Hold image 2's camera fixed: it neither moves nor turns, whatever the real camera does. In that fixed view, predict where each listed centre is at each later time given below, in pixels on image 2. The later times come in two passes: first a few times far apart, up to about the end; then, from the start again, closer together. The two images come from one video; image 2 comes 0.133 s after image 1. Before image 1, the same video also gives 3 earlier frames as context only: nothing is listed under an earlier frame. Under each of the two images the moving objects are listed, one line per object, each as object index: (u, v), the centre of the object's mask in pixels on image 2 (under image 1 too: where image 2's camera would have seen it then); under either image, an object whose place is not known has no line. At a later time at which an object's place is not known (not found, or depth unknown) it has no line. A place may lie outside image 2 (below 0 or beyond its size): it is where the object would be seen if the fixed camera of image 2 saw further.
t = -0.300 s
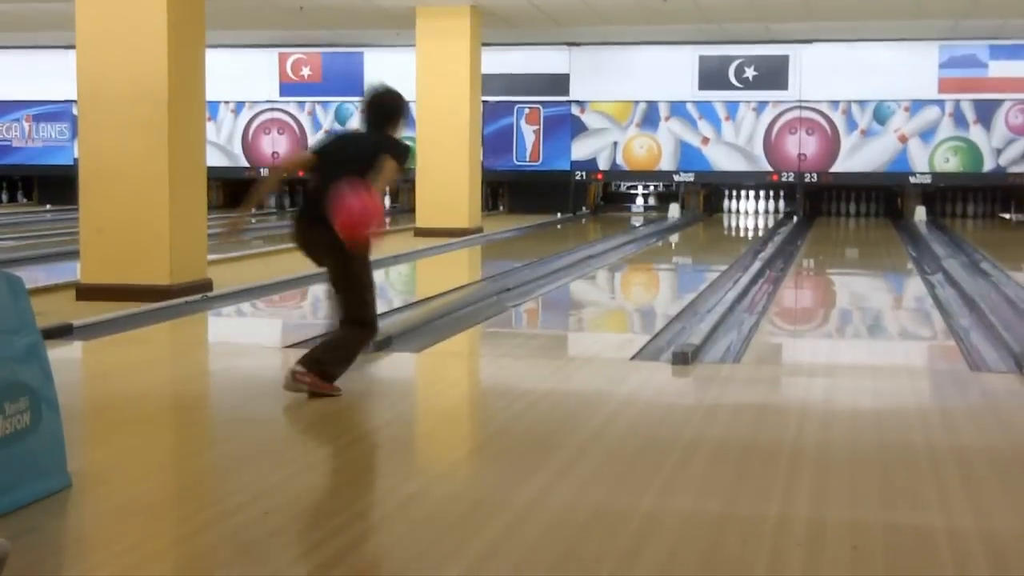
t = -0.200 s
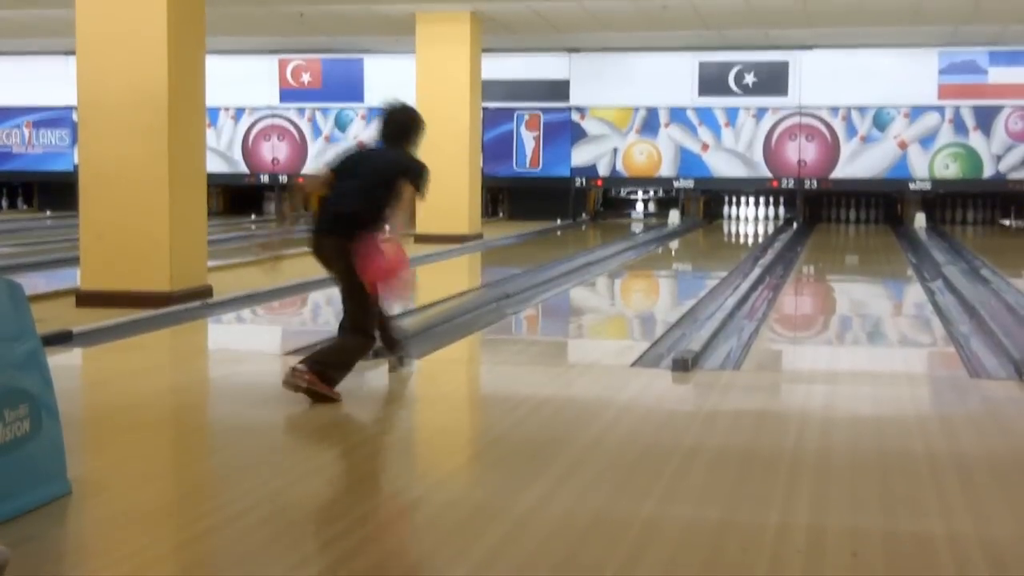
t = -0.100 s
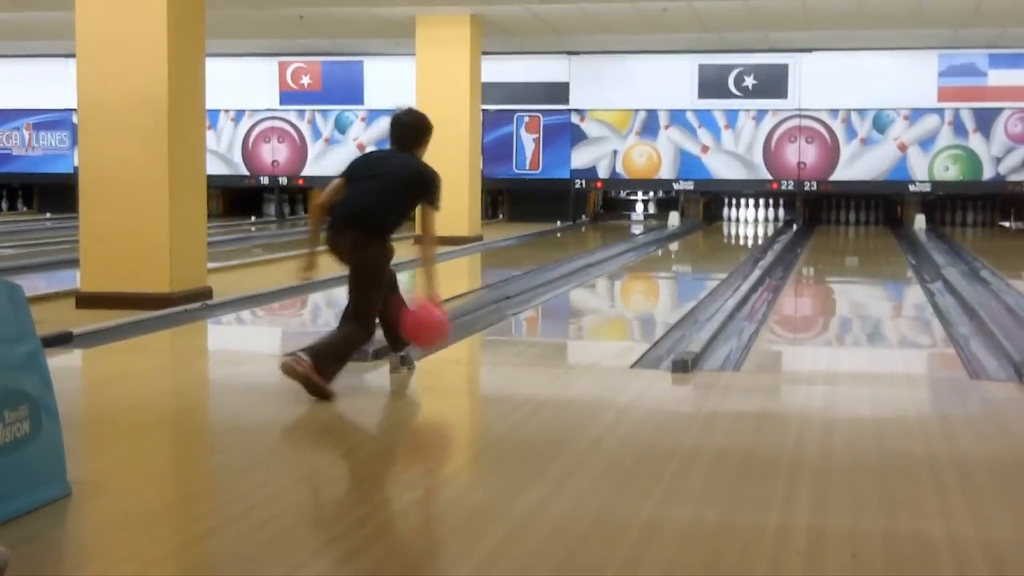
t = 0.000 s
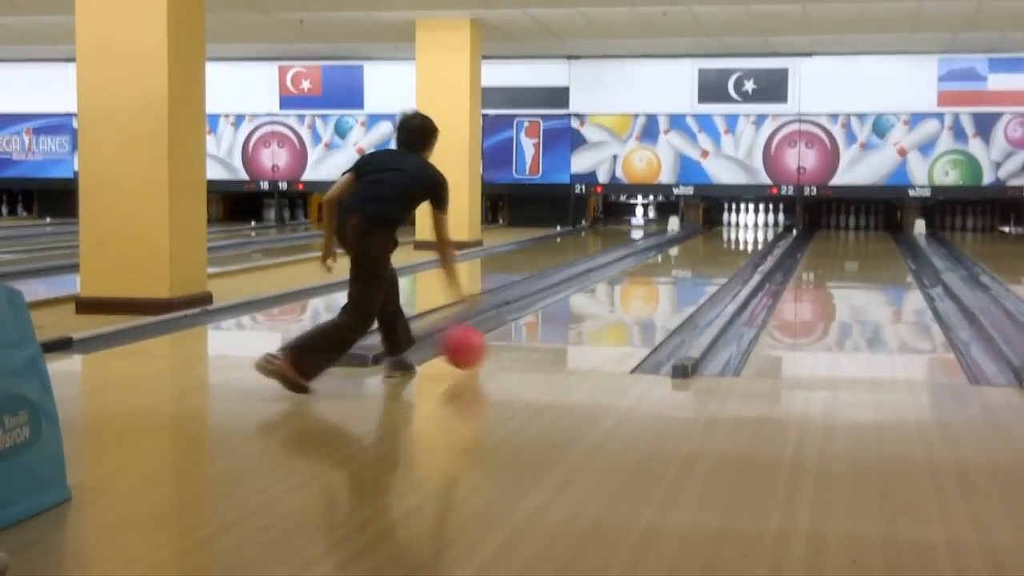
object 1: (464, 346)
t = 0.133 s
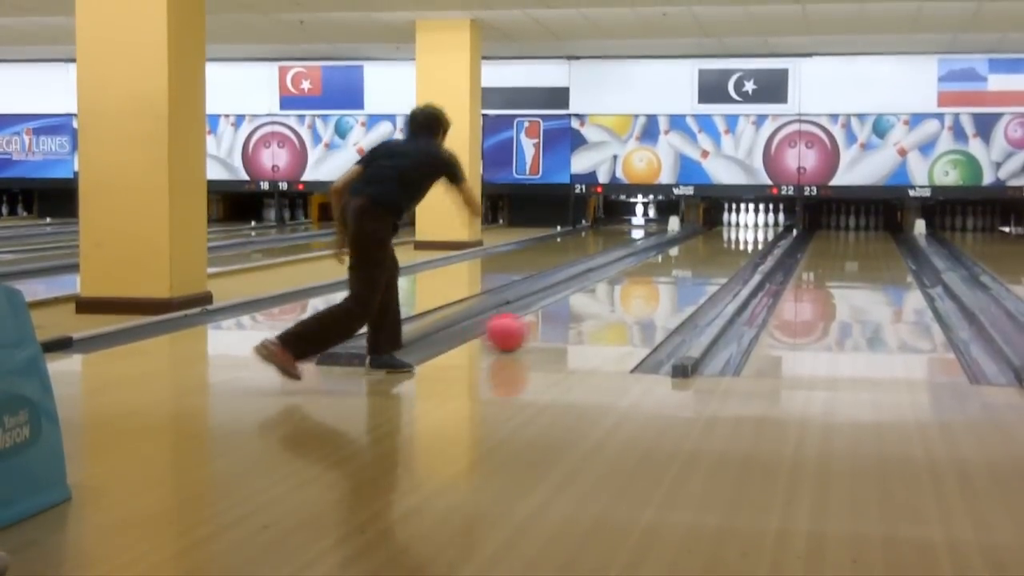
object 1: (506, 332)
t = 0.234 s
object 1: (535, 322)
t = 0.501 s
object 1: (592, 299)
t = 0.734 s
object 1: (630, 284)
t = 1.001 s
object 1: (664, 271)
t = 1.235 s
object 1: (687, 262)
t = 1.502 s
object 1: (709, 253)
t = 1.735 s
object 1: (725, 247)
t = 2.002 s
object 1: (740, 241)
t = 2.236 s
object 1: (752, 236)
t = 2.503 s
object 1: (764, 232)
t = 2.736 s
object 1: (773, 228)
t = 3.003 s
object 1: (781, 224)
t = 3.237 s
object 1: (789, 226)
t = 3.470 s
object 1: (789, 224)
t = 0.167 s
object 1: (517, 329)
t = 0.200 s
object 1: (525, 326)
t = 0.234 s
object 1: (535, 322)
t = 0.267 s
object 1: (543, 320)
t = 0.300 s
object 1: (551, 316)
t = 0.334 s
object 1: (558, 313)
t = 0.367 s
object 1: (565, 310)
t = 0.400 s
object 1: (572, 307)
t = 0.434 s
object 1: (579, 304)
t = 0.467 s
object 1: (586, 302)
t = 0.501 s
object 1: (592, 299)
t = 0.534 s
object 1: (598, 297)
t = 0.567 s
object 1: (603, 295)
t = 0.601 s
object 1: (609, 293)
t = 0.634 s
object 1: (614, 291)
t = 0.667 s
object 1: (620, 289)
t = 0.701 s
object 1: (625, 286)
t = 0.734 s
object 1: (630, 284)
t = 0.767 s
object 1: (635, 282)
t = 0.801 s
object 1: (639, 280)
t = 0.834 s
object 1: (643, 279)
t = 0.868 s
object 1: (647, 278)
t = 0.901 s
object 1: (652, 276)
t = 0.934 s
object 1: (656, 274)
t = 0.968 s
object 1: (660, 272)
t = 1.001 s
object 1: (664, 271)
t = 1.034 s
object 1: (667, 269)
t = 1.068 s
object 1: (671, 268)
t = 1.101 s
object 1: (674, 266)
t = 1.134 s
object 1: (677, 265)
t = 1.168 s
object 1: (680, 264)
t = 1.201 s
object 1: (684, 263)
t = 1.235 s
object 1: (687, 262)
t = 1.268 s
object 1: (691, 260)
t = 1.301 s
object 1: (693, 259)
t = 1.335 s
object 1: (696, 258)
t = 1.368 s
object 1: (699, 257)
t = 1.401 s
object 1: (702, 256)
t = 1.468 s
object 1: (707, 254)
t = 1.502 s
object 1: (709, 253)
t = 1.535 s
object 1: (711, 252)
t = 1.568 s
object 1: (713, 251)
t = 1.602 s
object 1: (717, 250)
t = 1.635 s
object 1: (719, 249)
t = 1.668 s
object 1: (720, 248)
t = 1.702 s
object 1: (723, 248)
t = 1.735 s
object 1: (725, 247)
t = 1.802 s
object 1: (729, 244)
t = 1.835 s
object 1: (731, 244)
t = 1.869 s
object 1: (733, 244)
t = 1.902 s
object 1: (736, 243)
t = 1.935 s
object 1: (737, 243)
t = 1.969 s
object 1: (739, 242)
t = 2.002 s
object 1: (740, 241)
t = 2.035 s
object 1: (743, 240)
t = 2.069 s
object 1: (744, 239)
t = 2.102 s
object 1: (746, 237)
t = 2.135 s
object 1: (748, 237)
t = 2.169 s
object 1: (749, 237)
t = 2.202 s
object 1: (750, 237)
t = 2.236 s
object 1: (752, 236)
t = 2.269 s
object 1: (754, 235)
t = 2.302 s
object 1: (756, 235)
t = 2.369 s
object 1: (759, 234)
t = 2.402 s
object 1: (760, 233)
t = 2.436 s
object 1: (762, 233)
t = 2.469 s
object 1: (763, 233)
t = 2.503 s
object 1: (764, 232)
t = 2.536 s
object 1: (765, 231)
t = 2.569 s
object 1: (766, 231)
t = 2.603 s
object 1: (768, 230)
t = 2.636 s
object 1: (769, 229)
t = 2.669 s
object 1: (771, 229)
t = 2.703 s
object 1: (772, 228)
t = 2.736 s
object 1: (773, 228)
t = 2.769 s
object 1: (774, 227)
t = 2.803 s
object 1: (775, 226)
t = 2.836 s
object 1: (776, 226)
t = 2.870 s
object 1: (777, 226)
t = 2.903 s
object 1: (779, 226)
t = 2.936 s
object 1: (779, 225)
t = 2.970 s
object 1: (780, 224)
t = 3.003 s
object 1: (781, 224)
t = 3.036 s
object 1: (782, 224)
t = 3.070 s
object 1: (785, 225)
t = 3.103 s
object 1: (786, 225)
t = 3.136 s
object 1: (786, 225)
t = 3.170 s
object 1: (788, 226)
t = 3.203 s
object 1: (789, 227)
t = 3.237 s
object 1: (789, 226)
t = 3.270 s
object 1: (788, 225)
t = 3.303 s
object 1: (788, 225)
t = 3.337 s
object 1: (789, 224)
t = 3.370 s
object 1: (789, 224)
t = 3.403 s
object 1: (790, 226)
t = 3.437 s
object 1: (790, 226)
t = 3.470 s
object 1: (789, 224)
